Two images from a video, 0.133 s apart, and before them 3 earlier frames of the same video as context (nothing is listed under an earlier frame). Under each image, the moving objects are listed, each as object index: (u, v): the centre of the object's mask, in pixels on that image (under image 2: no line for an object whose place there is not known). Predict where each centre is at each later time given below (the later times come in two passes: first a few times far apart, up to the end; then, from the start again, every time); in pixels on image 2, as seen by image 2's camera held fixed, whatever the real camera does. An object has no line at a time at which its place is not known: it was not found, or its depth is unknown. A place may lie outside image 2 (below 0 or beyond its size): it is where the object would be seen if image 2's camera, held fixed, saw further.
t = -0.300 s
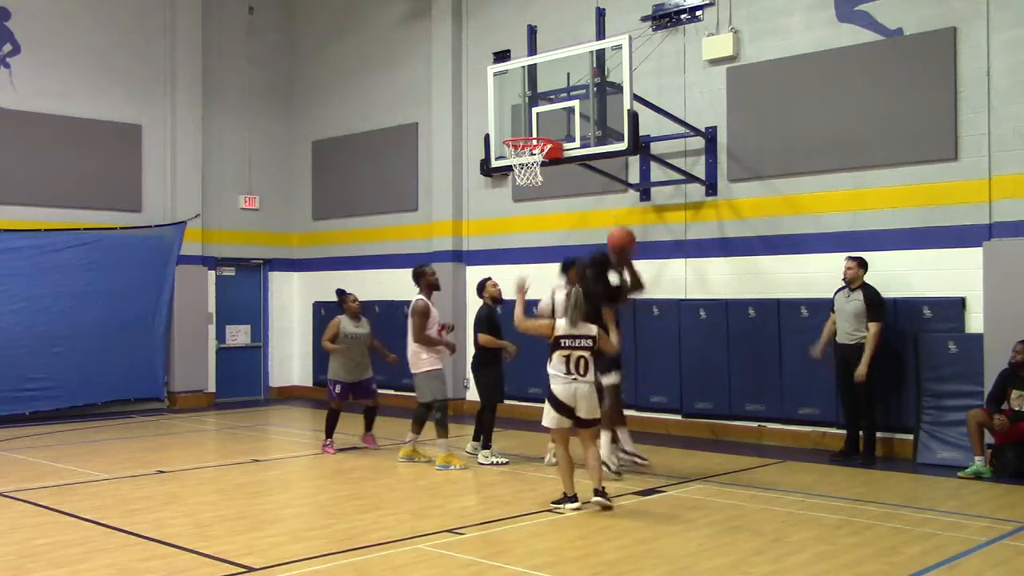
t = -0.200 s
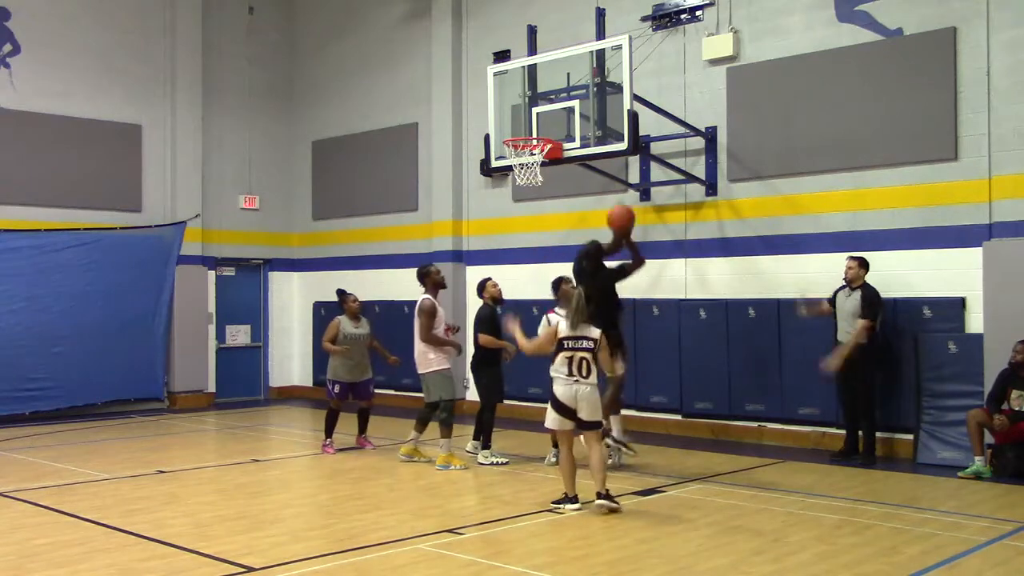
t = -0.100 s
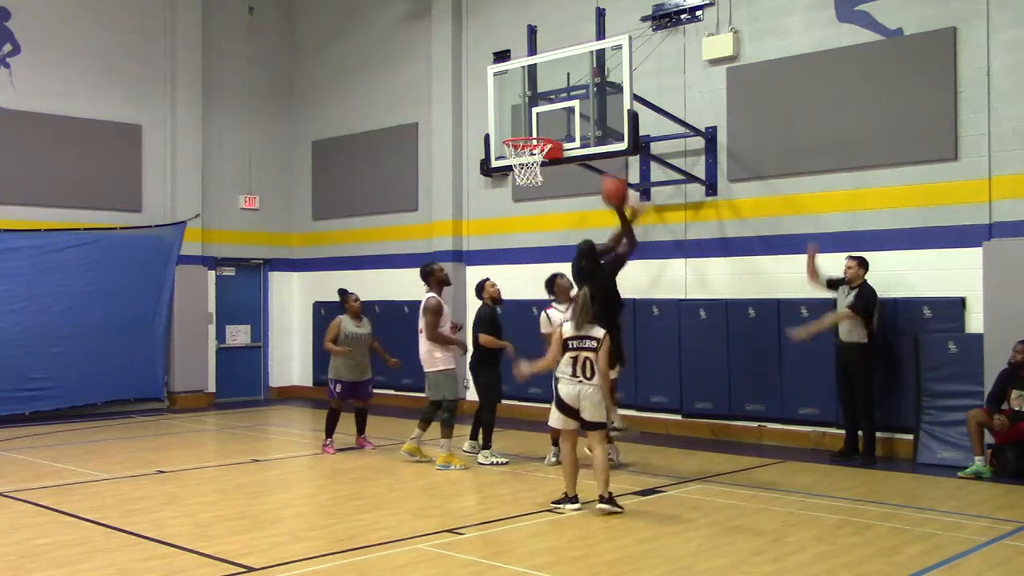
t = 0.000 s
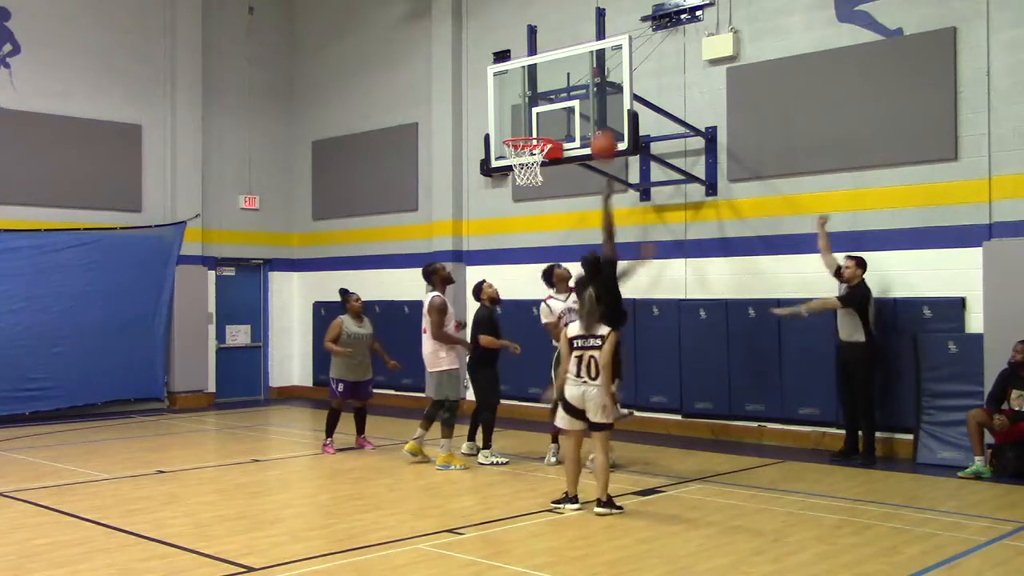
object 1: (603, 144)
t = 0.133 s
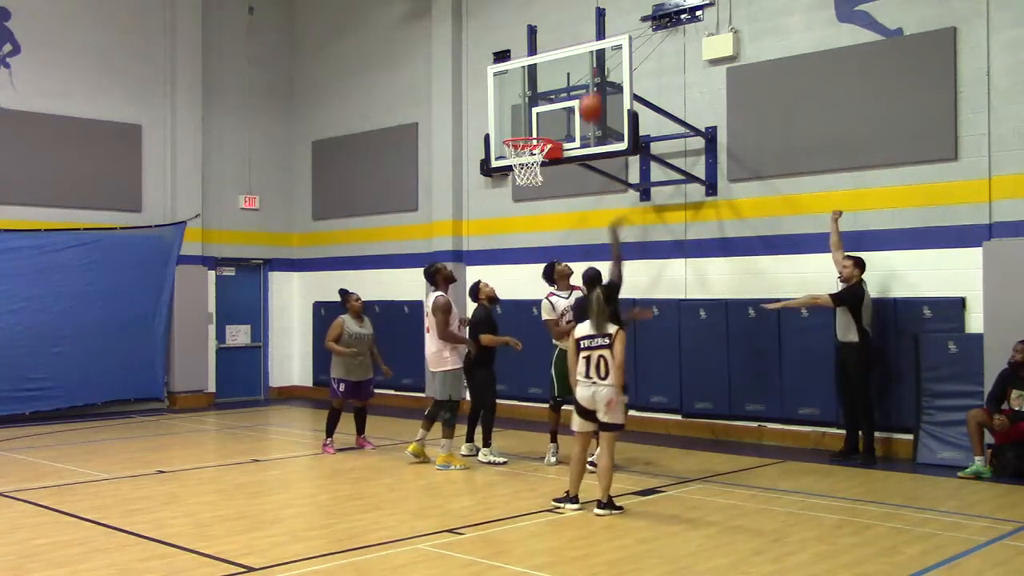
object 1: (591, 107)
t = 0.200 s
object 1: (586, 96)
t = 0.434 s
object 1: (567, 94)
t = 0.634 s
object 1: (553, 126)
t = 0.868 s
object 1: (539, 114)
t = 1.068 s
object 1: (526, 125)
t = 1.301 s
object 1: (513, 124)
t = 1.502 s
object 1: (496, 134)
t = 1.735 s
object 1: (474, 176)
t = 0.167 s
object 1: (588, 101)
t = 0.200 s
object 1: (586, 96)
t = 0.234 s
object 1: (582, 92)
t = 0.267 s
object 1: (580, 89)
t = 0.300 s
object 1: (577, 88)
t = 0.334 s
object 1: (576, 88)
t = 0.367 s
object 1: (572, 89)
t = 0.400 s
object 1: (569, 91)
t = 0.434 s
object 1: (567, 94)
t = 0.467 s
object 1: (564, 98)
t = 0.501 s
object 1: (561, 103)
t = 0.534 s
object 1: (559, 110)
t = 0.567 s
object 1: (556, 119)
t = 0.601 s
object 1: (554, 125)
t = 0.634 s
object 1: (553, 126)
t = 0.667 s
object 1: (550, 123)
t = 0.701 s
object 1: (548, 119)
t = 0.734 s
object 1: (546, 115)
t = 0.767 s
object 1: (544, 113)
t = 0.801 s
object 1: (542, 113)
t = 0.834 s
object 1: (540, 113)
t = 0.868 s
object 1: (539, 114)
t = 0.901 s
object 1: (536, 116)
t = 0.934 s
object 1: (535, 120)
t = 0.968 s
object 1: (532, 125)
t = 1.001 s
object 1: (531, 128)
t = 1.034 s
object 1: (529, 128)
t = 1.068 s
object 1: (526, 125)
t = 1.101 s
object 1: (525, 122)
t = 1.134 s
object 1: (523, 120)
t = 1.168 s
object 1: (521, 119)
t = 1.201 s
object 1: (520, 119)
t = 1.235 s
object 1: (519, 119)
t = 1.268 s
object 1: (515, 121)
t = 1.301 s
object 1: (513, 124)
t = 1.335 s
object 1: (511, 126)
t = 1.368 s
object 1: (509, 130)
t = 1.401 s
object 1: (506, 131)
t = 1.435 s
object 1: (503, 131)
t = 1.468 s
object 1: (499, 132)
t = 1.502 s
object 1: (496, 134)
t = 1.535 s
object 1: (494, 136)
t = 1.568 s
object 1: (490, 141)
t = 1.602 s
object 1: (487, 145)
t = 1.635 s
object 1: (483, 152)
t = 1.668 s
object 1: (479, 158)
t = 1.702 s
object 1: (477, 166)
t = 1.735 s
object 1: (474, 176)
